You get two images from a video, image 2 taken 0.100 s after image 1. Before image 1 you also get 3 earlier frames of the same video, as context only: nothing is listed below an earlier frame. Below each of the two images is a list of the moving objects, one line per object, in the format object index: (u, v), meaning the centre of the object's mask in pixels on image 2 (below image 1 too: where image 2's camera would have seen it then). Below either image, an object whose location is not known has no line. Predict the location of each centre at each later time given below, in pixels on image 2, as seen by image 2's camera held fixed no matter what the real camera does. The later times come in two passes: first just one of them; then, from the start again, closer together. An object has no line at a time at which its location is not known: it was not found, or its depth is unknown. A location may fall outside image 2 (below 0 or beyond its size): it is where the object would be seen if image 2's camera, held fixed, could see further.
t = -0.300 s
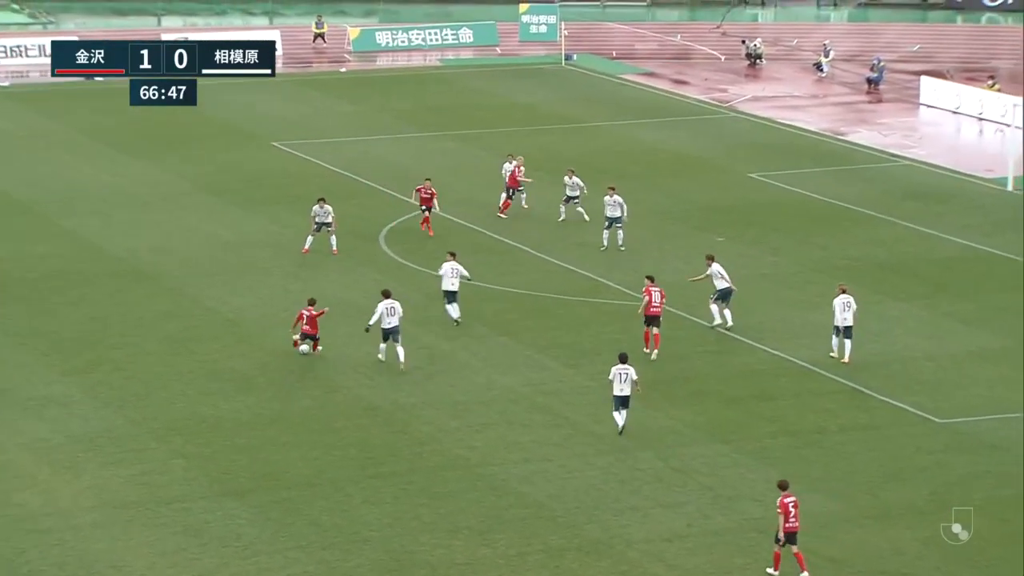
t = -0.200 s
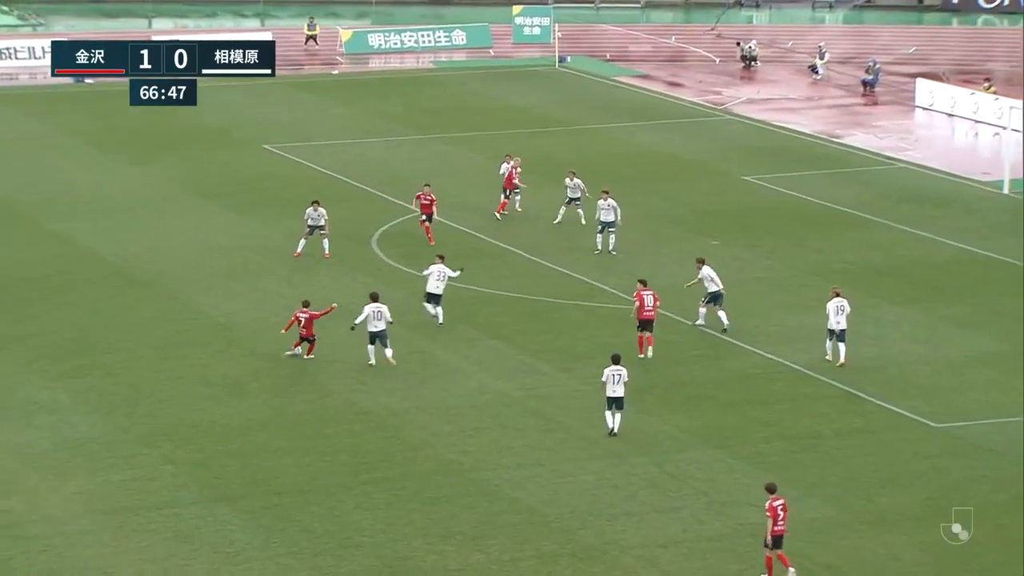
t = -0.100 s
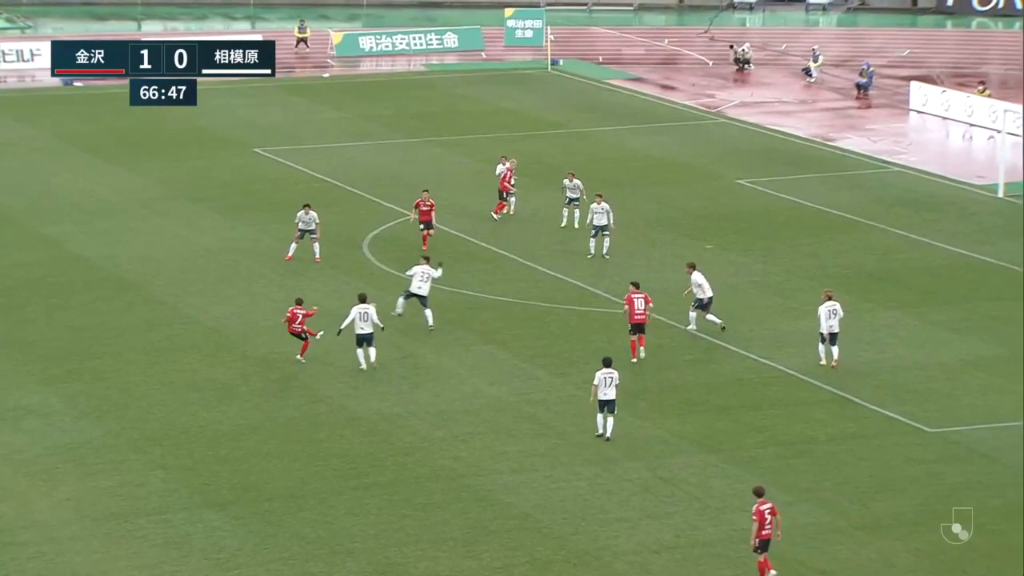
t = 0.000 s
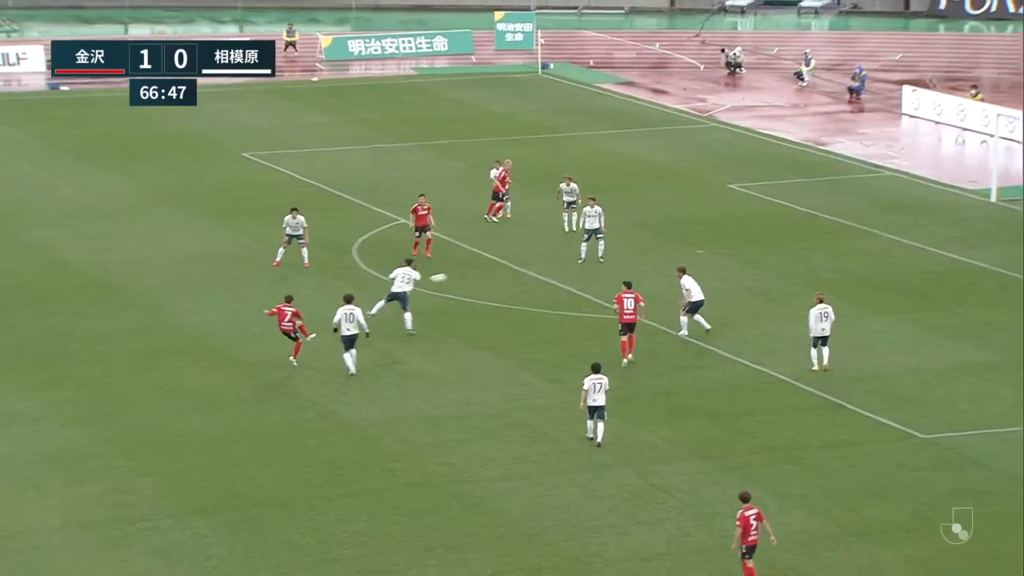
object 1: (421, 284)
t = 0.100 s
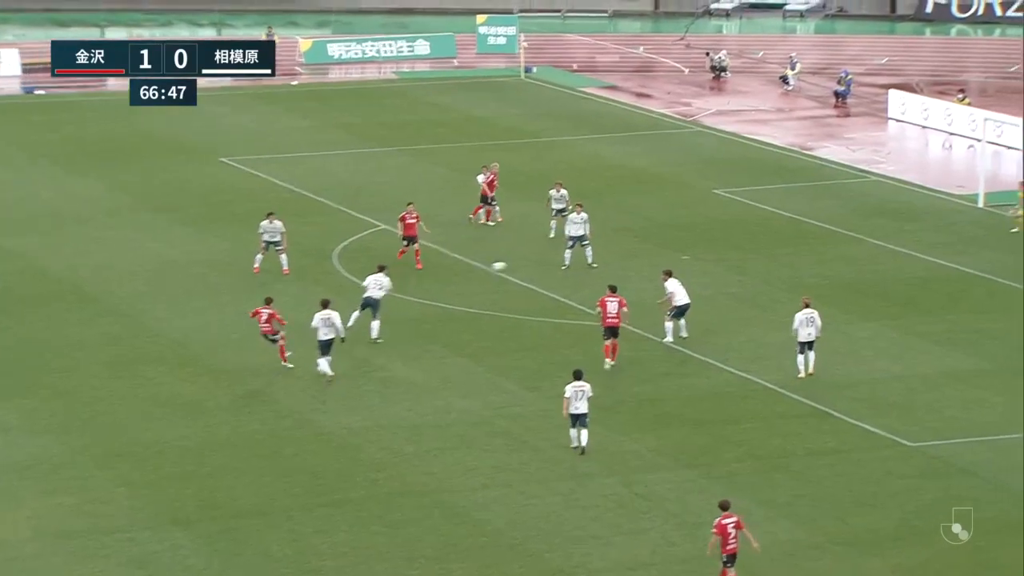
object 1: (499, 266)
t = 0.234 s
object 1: (593, 246)
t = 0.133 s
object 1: (523, 260)
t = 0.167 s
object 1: (546, 256)
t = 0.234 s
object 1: (593, 246)
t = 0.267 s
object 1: (616, 243)
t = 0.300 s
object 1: (637, 240)
